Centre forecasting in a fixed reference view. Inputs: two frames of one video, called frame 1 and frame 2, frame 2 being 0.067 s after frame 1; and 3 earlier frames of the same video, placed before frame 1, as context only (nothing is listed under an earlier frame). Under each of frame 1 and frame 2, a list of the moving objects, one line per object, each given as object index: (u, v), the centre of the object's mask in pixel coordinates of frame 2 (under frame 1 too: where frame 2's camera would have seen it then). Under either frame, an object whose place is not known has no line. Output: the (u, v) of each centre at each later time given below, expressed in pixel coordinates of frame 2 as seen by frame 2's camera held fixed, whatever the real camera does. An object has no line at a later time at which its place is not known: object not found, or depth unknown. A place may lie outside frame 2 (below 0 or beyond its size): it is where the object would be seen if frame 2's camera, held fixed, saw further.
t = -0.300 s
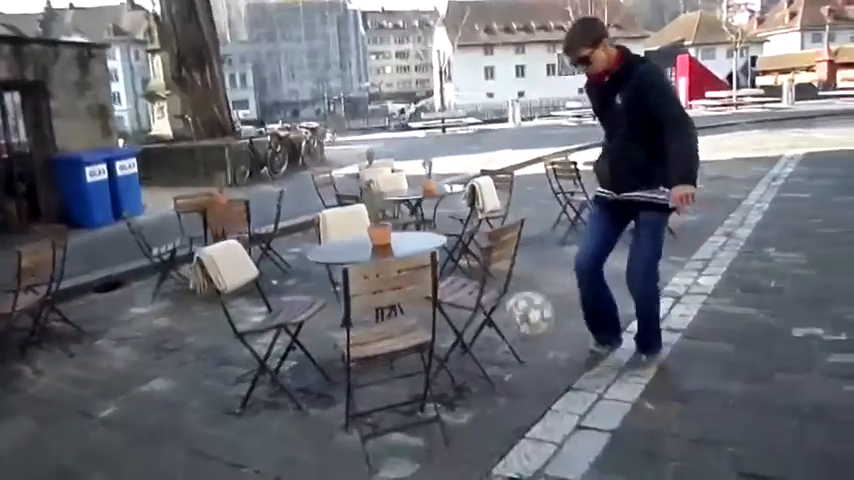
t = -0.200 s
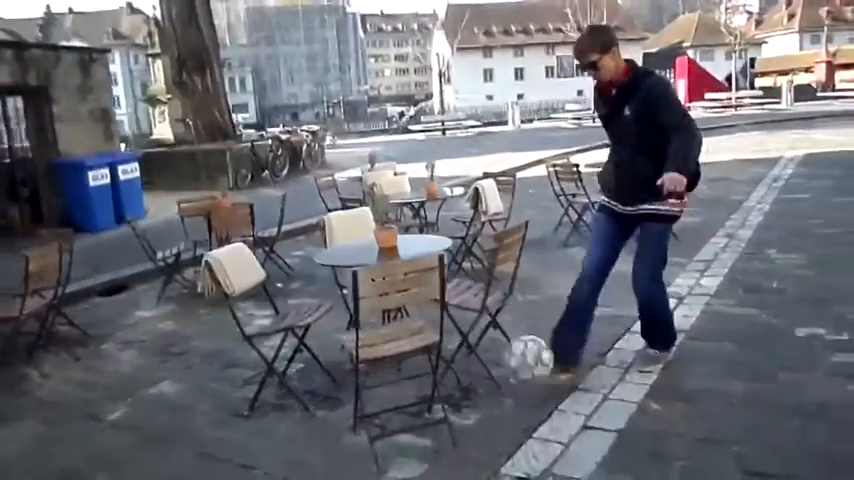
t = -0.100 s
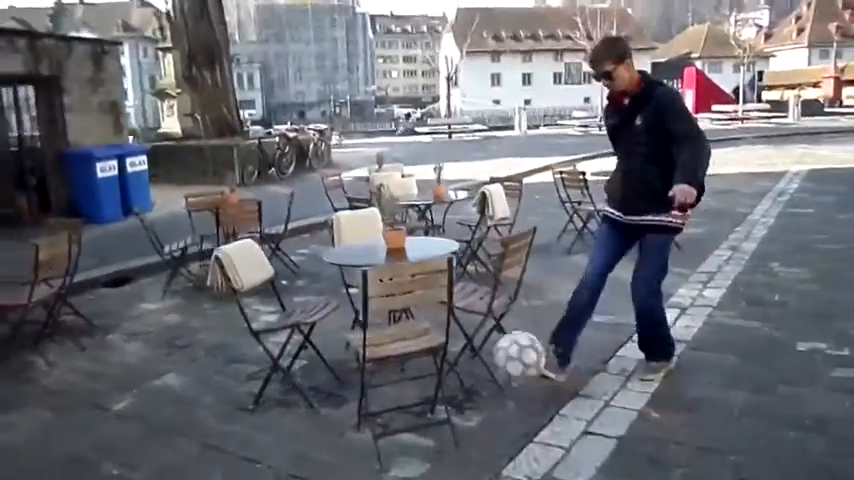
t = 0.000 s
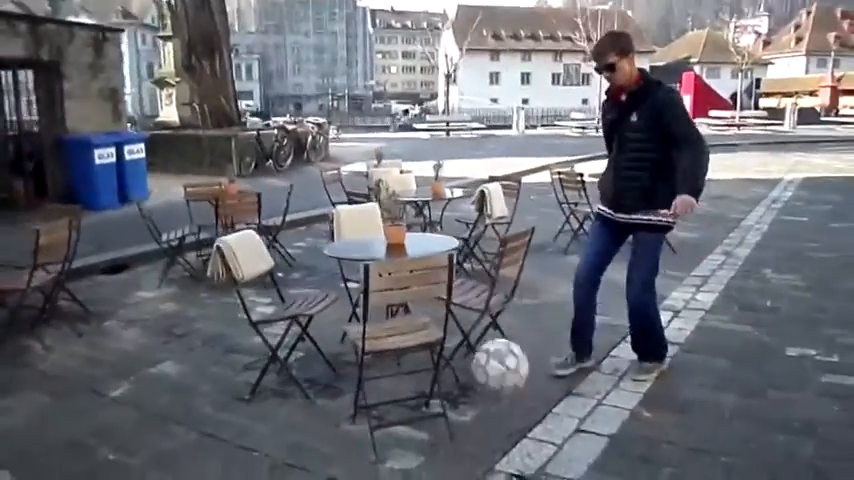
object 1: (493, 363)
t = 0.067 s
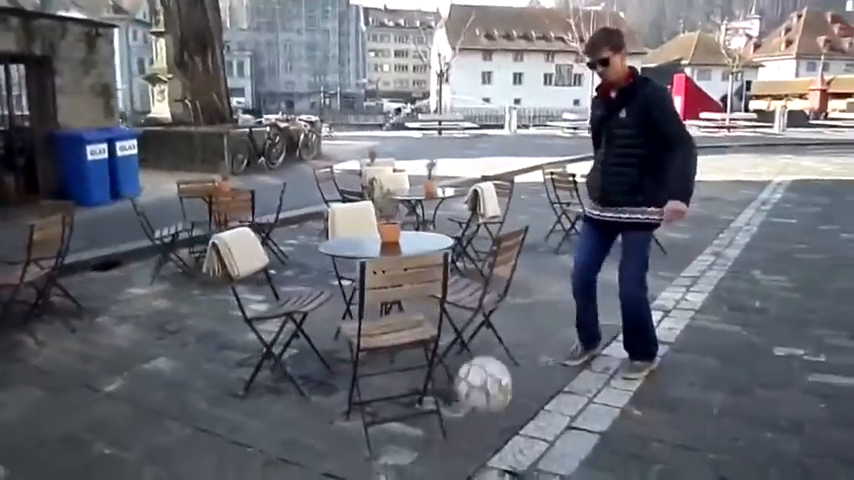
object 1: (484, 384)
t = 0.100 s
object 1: (478, 400)
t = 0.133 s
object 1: (472, 418)
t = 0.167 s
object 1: (466, 442)
